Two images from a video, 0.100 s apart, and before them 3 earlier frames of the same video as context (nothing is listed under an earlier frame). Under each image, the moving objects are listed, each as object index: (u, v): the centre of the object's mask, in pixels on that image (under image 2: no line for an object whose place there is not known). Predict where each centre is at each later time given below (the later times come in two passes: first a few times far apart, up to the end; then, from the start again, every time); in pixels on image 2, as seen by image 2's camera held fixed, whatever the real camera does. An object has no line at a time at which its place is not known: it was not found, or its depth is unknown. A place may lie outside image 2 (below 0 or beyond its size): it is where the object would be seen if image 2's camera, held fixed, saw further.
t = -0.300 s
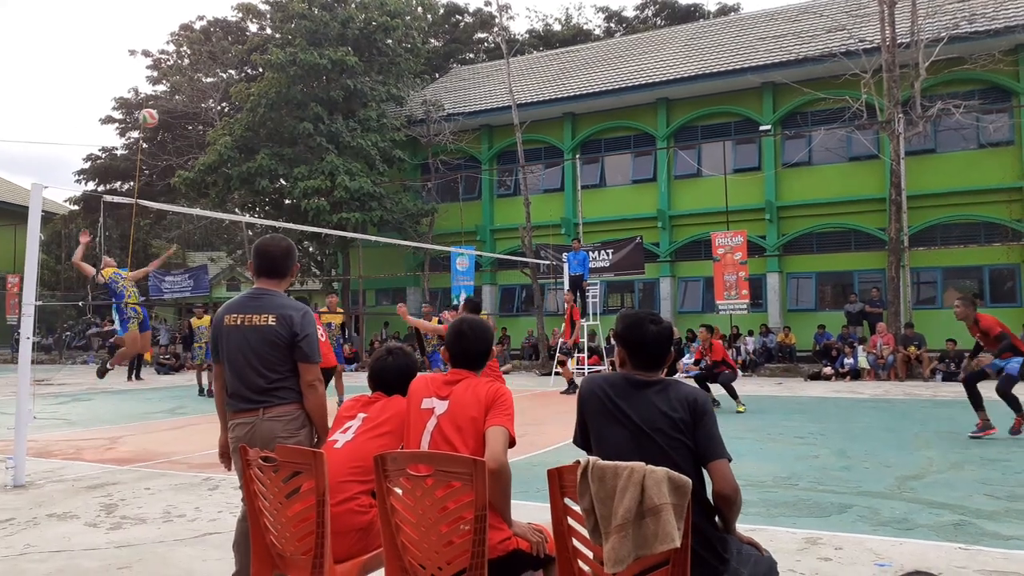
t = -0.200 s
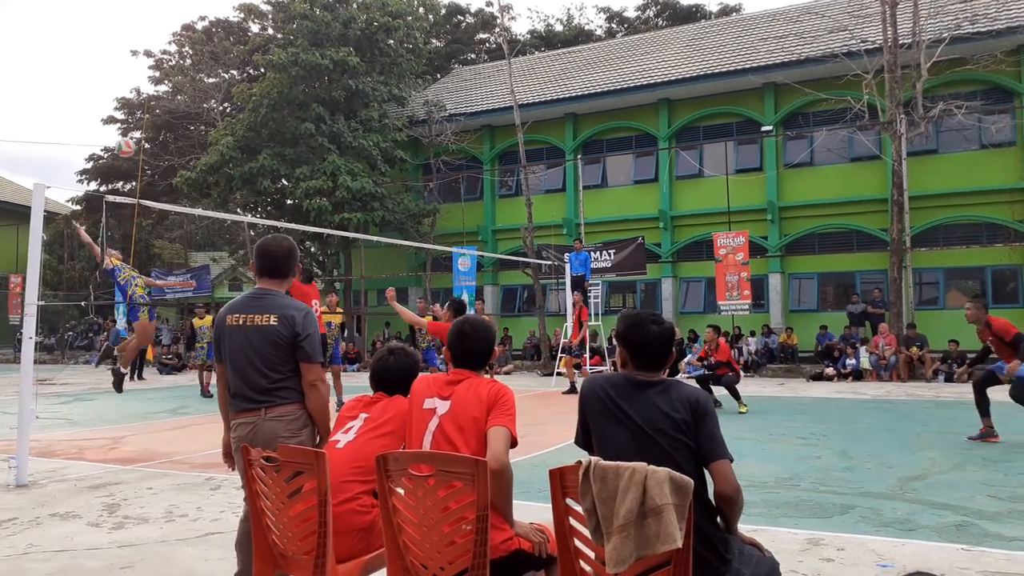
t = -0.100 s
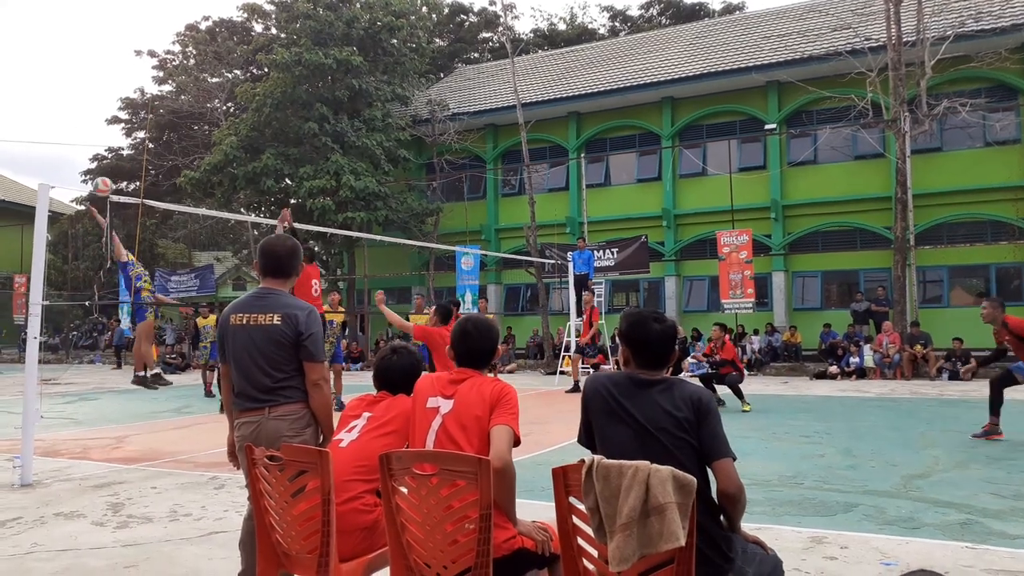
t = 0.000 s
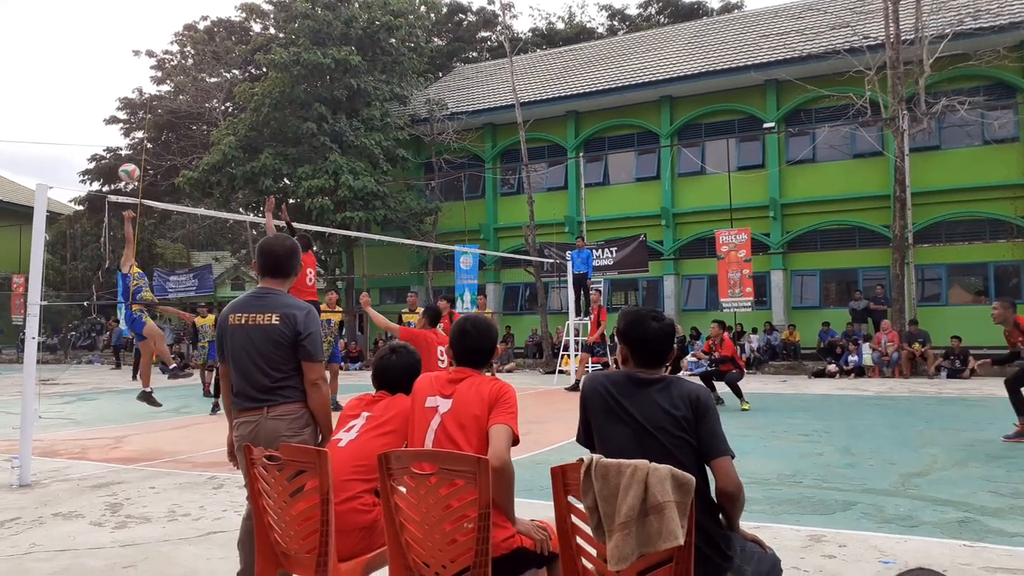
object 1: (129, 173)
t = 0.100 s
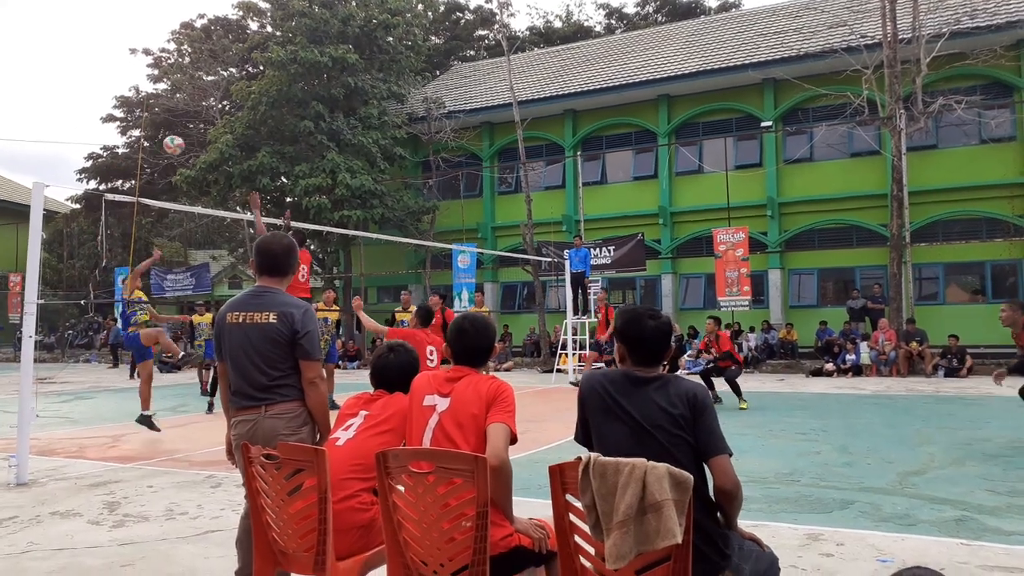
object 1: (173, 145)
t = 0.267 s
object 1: (252, 122)
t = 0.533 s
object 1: (373, 135)
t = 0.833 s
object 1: (505, 225)
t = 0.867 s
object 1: (520, 240)
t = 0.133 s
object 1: (189, 138)
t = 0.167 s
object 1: (205, 133)
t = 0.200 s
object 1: (220, 127)
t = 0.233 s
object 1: (235, 124)
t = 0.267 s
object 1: (252, 122)
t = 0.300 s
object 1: (266, 120)
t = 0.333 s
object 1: (282, 119)
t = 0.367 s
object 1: (297, 119)
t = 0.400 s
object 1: (313, 120)
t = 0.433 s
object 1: (328, 123)
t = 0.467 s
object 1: (343, 125)
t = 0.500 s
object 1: (357, 129)
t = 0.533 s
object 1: (373, 135)
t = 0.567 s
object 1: (388, 141)
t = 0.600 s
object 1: (402, 148)
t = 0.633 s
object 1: (417, 157)
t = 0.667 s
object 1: (432, 166)
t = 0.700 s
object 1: (447, 176)
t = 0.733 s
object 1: (462, 187)
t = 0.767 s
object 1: (477, 198)
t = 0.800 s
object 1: (491, 211)
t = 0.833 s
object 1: (505, 225)
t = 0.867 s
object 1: (520, 240)
